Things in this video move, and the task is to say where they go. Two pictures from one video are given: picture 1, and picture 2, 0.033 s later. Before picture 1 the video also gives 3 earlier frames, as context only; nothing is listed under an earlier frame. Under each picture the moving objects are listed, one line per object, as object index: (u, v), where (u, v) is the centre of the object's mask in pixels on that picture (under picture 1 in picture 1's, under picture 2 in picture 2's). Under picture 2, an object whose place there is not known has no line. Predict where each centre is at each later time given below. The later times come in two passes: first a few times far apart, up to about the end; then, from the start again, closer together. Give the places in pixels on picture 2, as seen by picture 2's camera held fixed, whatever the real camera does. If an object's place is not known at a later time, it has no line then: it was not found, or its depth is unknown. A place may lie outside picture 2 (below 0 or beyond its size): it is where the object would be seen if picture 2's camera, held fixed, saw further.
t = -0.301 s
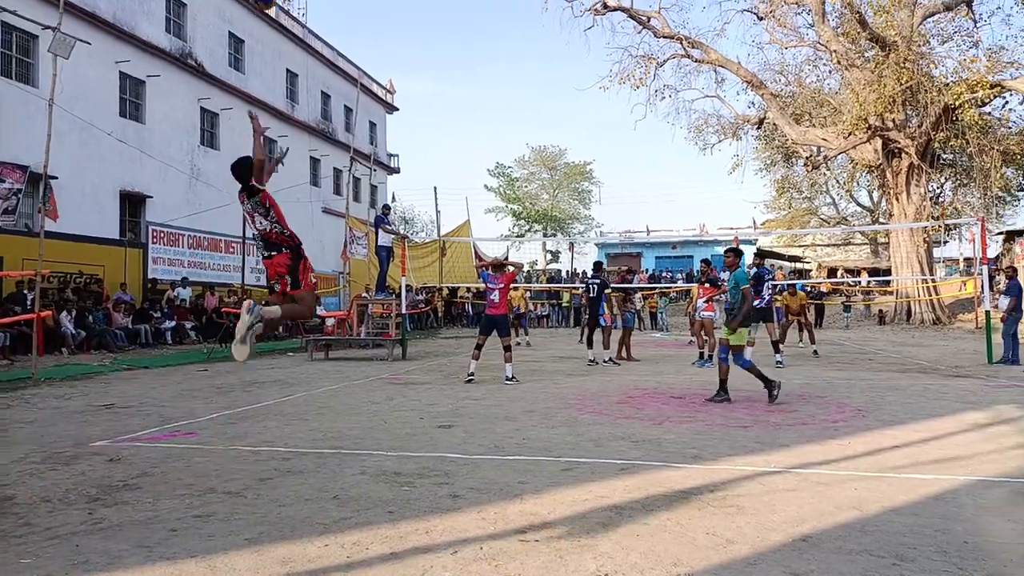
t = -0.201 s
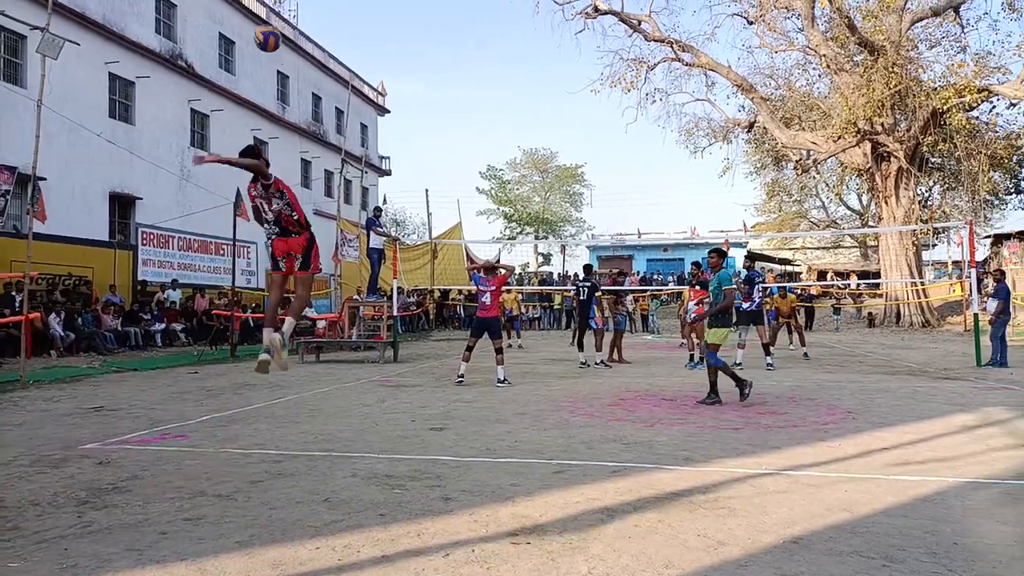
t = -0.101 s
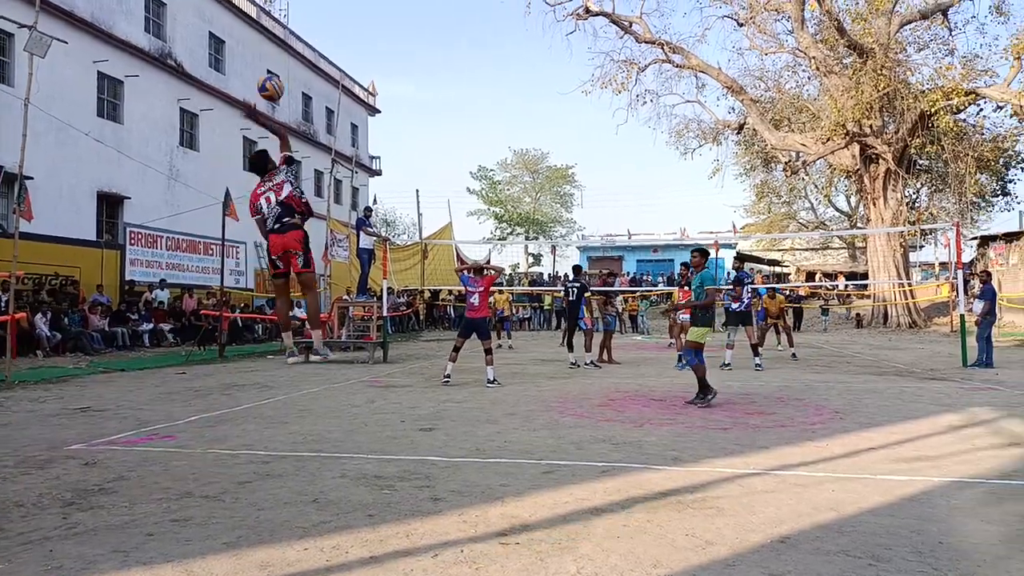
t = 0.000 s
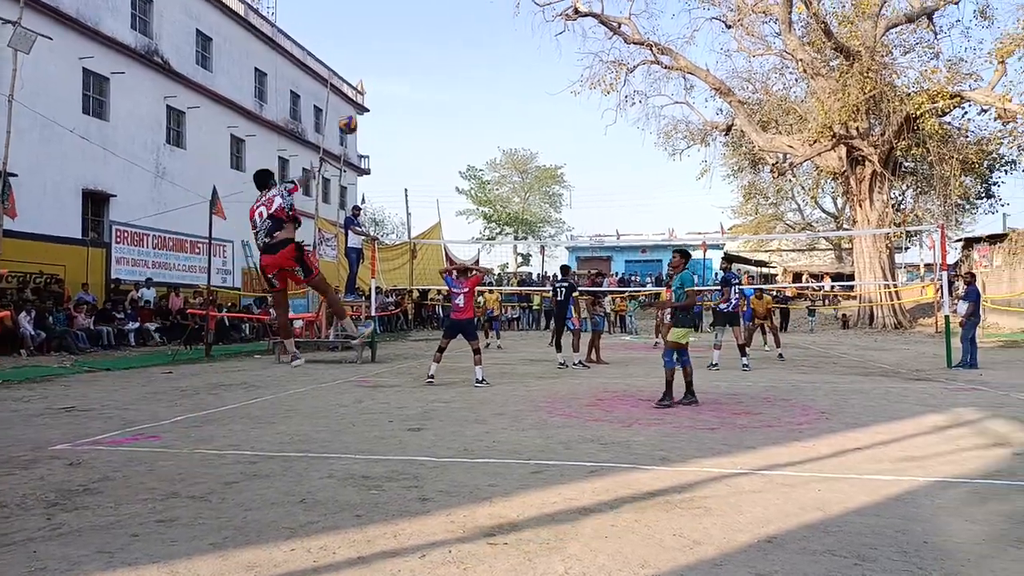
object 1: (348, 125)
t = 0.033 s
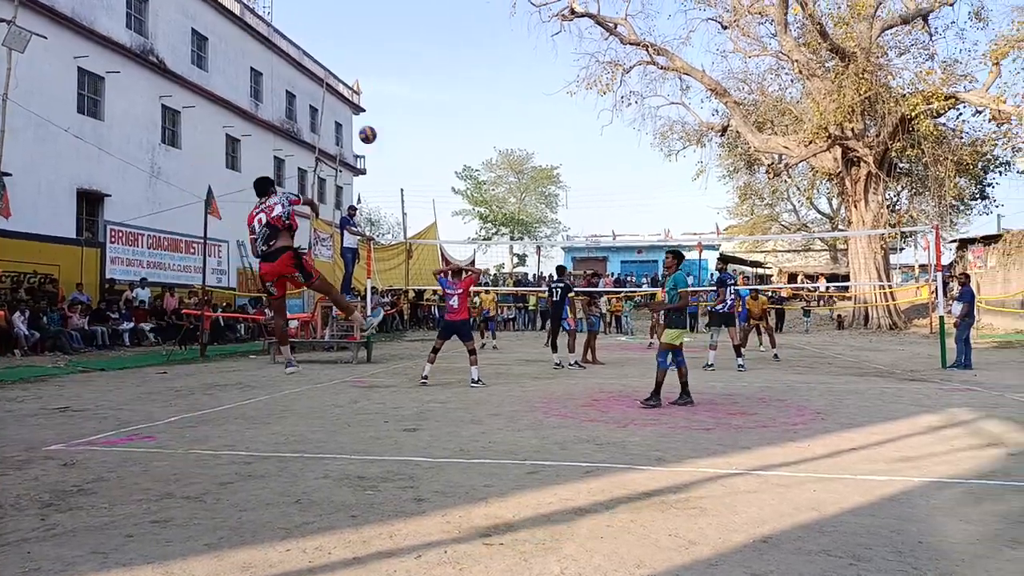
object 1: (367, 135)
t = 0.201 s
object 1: (441, 183)
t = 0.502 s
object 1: (490, 267)
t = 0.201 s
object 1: (441, 183)
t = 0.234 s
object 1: (450, 192)
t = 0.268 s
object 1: (457, 202)
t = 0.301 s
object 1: (464, 211)
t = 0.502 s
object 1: (490, 267)
